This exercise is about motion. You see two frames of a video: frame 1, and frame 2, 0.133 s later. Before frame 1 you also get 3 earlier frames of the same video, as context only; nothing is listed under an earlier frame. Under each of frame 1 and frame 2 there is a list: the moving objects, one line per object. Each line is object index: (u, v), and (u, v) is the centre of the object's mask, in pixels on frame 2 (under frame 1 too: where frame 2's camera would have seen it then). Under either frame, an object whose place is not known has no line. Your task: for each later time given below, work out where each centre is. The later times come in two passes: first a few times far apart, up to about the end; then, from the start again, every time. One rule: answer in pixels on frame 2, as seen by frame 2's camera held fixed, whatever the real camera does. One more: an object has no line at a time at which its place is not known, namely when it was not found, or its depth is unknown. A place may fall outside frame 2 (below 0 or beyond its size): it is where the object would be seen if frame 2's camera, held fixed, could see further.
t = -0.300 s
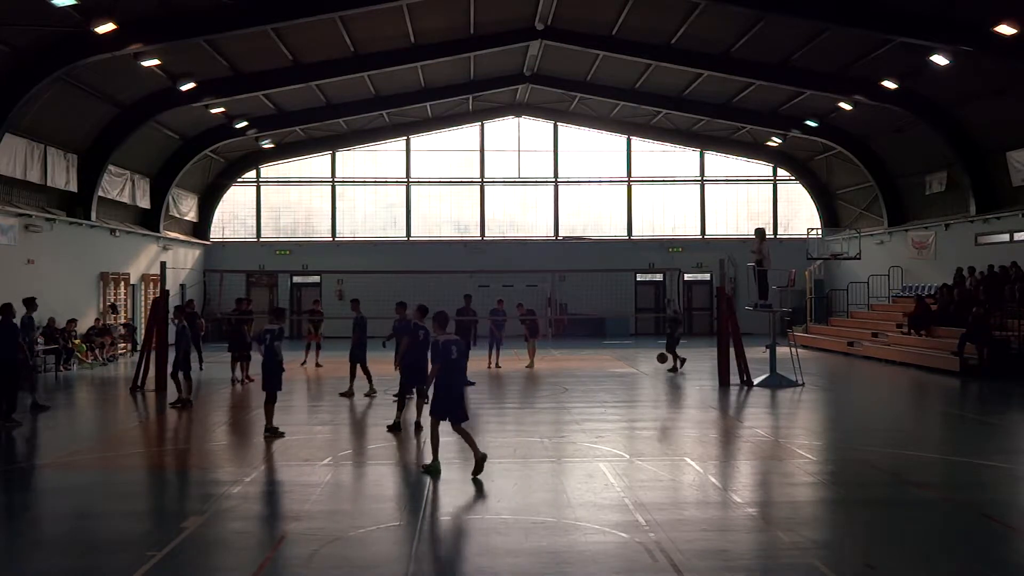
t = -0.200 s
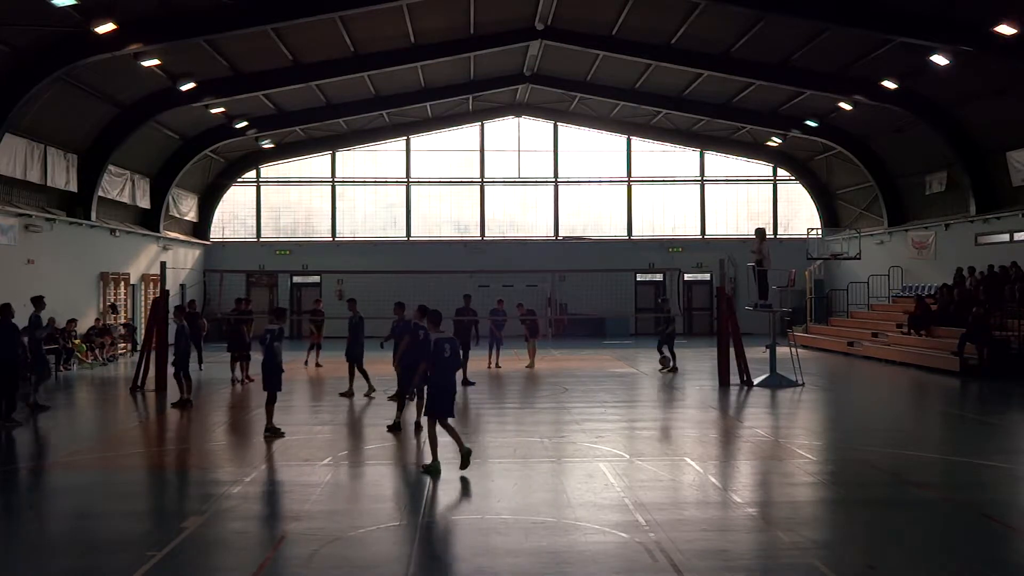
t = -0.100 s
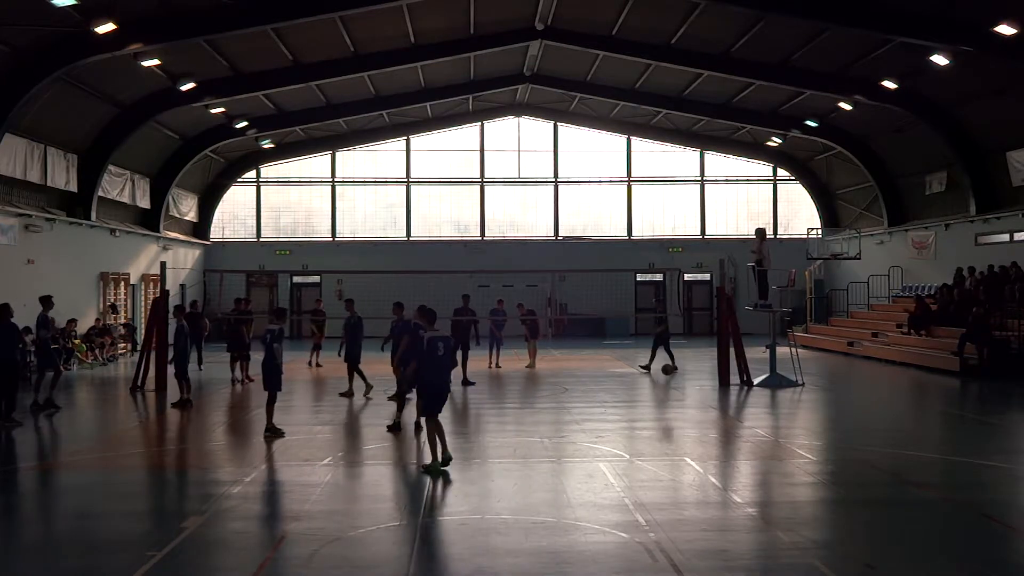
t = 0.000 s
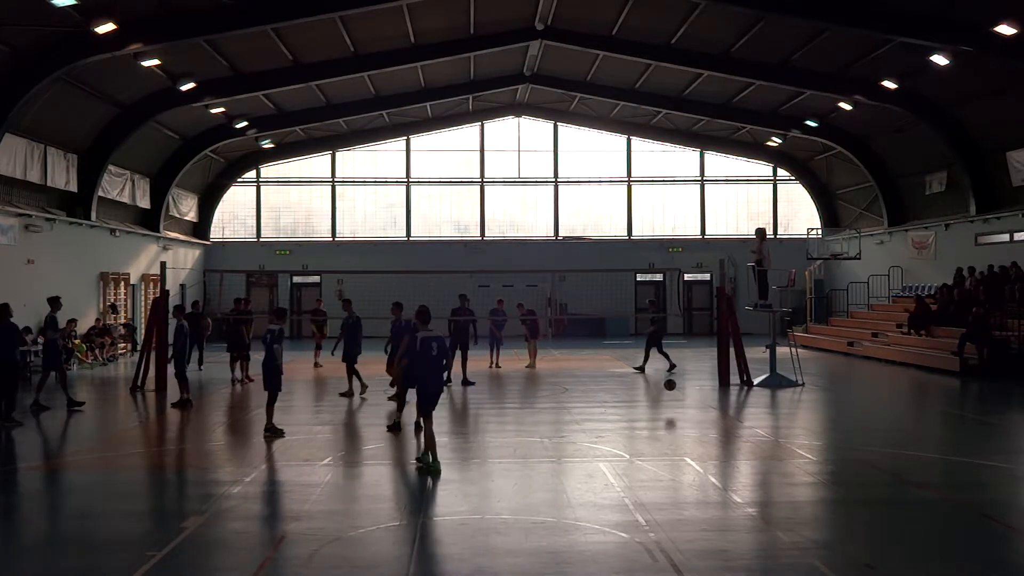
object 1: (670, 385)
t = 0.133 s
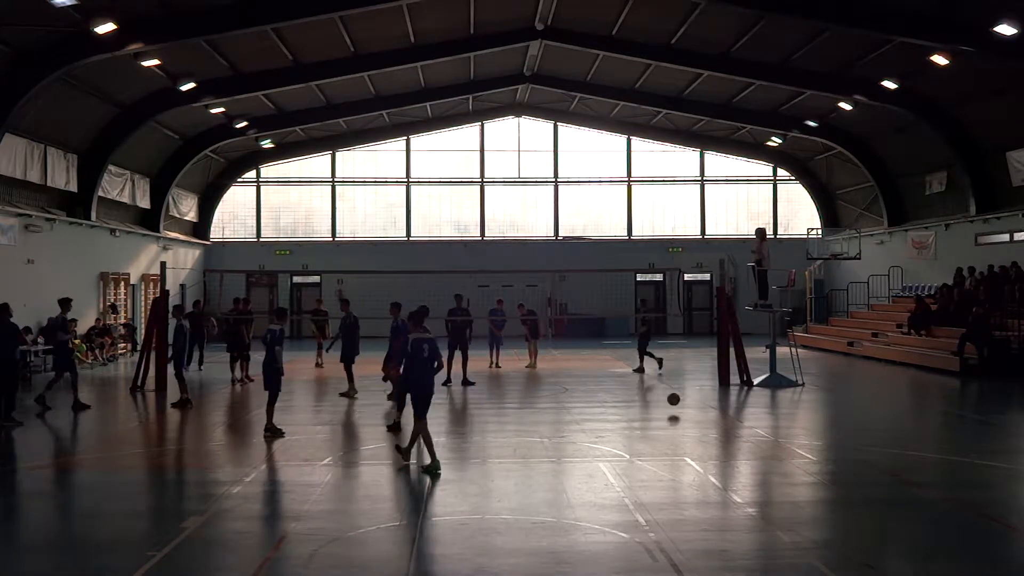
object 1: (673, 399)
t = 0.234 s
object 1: (676, 388)
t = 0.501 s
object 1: (683, 391)
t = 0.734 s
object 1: (691, 418)
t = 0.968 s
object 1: (699, 411)
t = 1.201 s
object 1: (708, 440)
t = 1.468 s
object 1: (718, 441)
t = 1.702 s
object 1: (728, 456)
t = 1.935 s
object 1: (740, 479)
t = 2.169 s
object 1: (753, 492)
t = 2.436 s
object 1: (771, 514)
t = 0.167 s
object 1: (674, 395)
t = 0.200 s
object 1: (675, 391)
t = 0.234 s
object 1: (676, 388)
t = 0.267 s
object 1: (677, 386)
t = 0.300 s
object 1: (677, 385)
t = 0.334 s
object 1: (678, 384)
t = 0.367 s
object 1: (679, 384)
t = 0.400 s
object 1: (680, 384)
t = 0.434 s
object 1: (681, 386)
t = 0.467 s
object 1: (682, 388)
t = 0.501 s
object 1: (683, 391)
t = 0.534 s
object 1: (684, 394)
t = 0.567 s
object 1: (685, 399)
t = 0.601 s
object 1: (686, 404)
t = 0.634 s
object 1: (687, 410)
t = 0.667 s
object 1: (688, 417)
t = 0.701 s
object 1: (690, 422)
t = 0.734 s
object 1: (691, 418)
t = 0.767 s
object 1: (691, 414)
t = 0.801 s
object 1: (693, 412)
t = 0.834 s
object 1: (694, 410)
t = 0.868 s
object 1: (695, 409)
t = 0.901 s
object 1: (696, 409)
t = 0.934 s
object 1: (697, 409)
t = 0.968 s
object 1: (699, 411)
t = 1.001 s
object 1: (700, 413)
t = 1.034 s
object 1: (701, 416)
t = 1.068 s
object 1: (702, 420)
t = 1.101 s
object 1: (704, 425)
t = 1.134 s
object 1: (705, 432)
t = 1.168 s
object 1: (707, 439)
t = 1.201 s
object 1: (708, 440)
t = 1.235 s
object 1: (709, 437)
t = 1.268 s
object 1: (710, 435)
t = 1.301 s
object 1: (712, 433)
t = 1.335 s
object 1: (713, 433)
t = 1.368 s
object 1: (714, 433)
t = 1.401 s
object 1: (715, 435)
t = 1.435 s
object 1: (717, 437)
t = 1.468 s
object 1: (718, 441)
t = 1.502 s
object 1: (719, 445)
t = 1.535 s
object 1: (721, 451)
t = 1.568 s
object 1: (723, 457)
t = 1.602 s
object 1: (724, 460)
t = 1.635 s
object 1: (726, 457)
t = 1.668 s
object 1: (727, 456)
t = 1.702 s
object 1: (728, 456)
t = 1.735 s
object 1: (730, 456)
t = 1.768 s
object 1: (732, 458)
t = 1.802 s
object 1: (733, 461)
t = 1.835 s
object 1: (735, 464)
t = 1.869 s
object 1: (737, 470)
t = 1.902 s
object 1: (739, 476)
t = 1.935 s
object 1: (740, 479)
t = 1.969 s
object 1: (742, 477)
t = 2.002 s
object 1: (744, 477)
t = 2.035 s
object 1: (746, 477)
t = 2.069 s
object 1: (747, 479)
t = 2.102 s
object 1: (750, 482)
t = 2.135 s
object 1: (751, 486)
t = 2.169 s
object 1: (753, 492)
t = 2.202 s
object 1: (756, 498)
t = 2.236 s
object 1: (758, 498)
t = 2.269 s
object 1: (760, 498)
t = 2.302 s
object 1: (762, 498)
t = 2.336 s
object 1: (764, 500)
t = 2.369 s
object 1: (766, 504)
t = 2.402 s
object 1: (768, 508)
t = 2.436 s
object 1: (771, 514)
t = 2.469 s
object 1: (773, 520)
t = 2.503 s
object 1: (776, 519)
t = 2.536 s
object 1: (778, 520)
